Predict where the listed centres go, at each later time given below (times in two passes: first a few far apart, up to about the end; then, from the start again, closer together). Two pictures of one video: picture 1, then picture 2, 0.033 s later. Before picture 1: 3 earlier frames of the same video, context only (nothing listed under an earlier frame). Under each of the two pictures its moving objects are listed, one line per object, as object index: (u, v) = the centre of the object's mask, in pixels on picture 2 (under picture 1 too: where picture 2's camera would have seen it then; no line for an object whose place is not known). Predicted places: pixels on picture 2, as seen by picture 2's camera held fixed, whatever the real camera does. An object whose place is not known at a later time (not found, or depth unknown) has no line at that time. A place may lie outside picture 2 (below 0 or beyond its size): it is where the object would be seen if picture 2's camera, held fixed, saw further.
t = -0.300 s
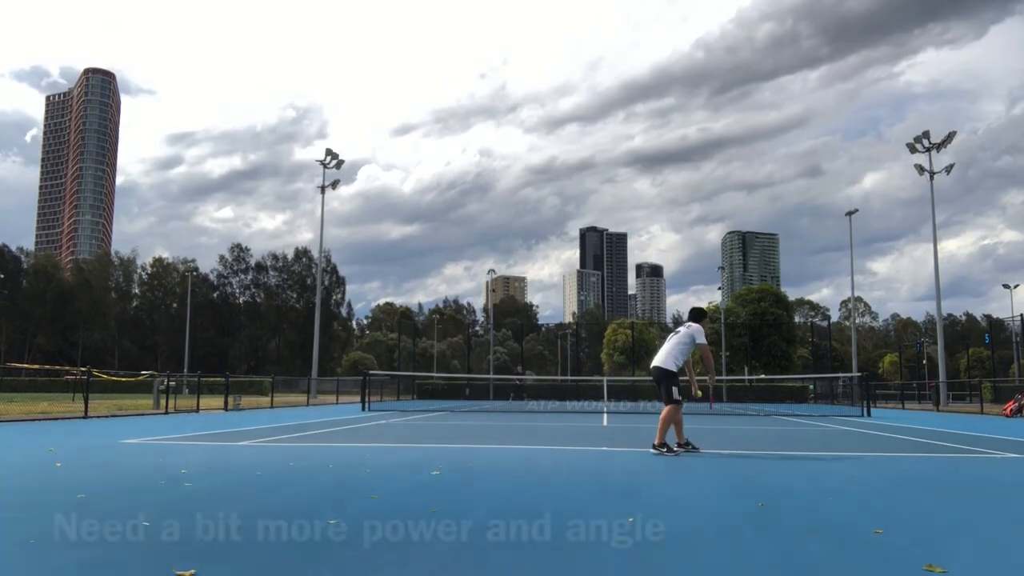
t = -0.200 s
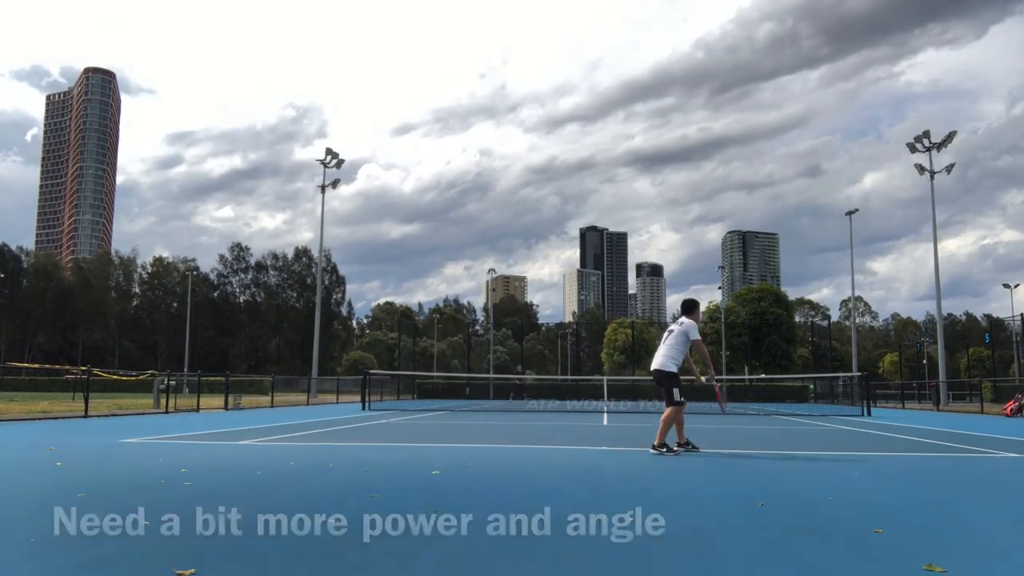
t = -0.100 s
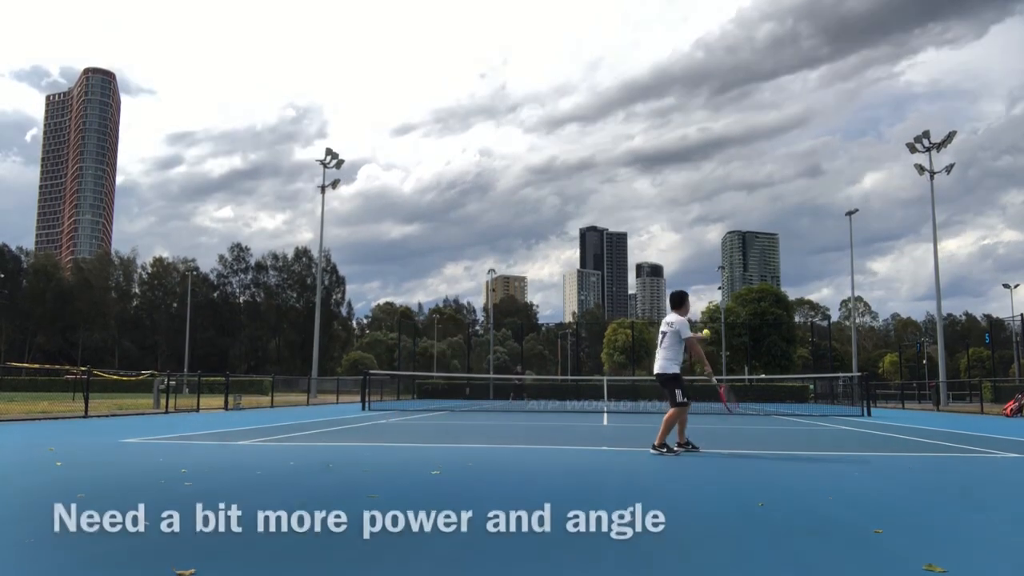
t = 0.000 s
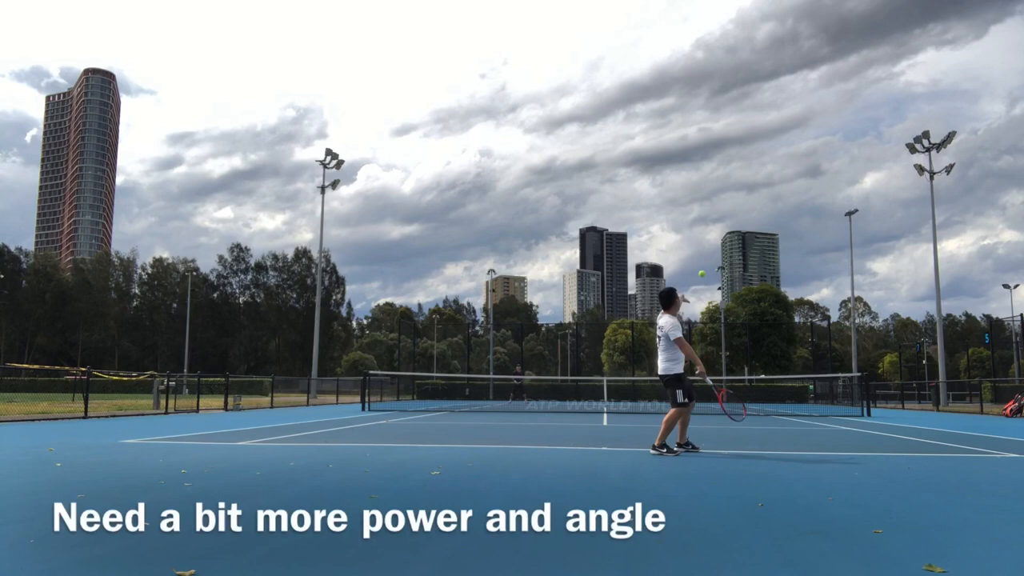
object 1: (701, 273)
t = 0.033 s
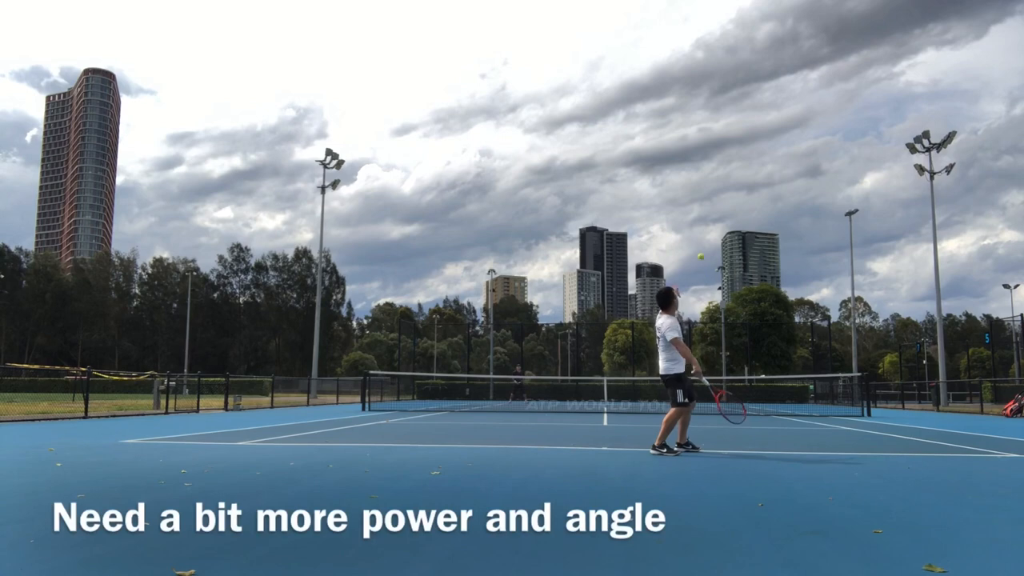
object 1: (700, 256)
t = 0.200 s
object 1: (696, 188)
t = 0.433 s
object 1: (692, 140)
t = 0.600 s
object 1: (689, 134)
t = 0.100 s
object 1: (699, 226)
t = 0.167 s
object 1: (697, 199)
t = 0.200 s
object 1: (696, 188)
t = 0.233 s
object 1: (696, 179)
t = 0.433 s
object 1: (692, 140)
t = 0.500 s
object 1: (691, 135)
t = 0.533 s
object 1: (690, 134)
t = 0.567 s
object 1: (690, 133)
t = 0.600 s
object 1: (689, 134)
